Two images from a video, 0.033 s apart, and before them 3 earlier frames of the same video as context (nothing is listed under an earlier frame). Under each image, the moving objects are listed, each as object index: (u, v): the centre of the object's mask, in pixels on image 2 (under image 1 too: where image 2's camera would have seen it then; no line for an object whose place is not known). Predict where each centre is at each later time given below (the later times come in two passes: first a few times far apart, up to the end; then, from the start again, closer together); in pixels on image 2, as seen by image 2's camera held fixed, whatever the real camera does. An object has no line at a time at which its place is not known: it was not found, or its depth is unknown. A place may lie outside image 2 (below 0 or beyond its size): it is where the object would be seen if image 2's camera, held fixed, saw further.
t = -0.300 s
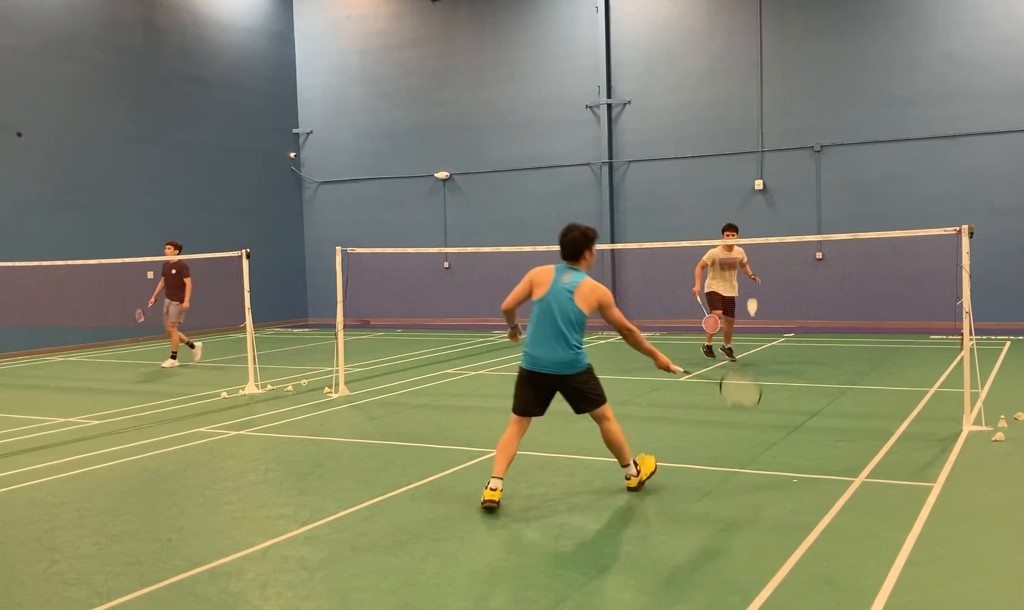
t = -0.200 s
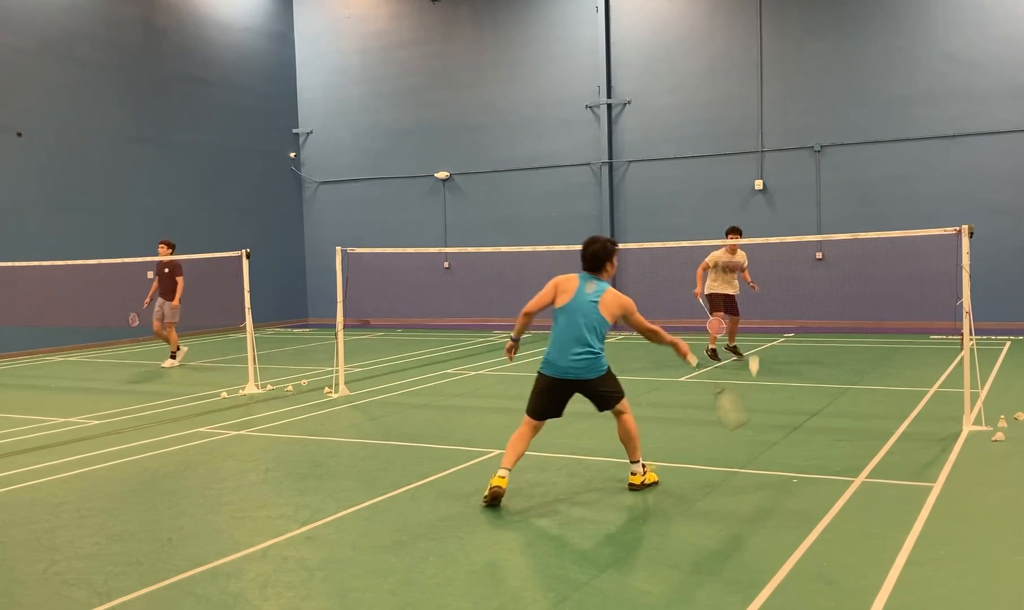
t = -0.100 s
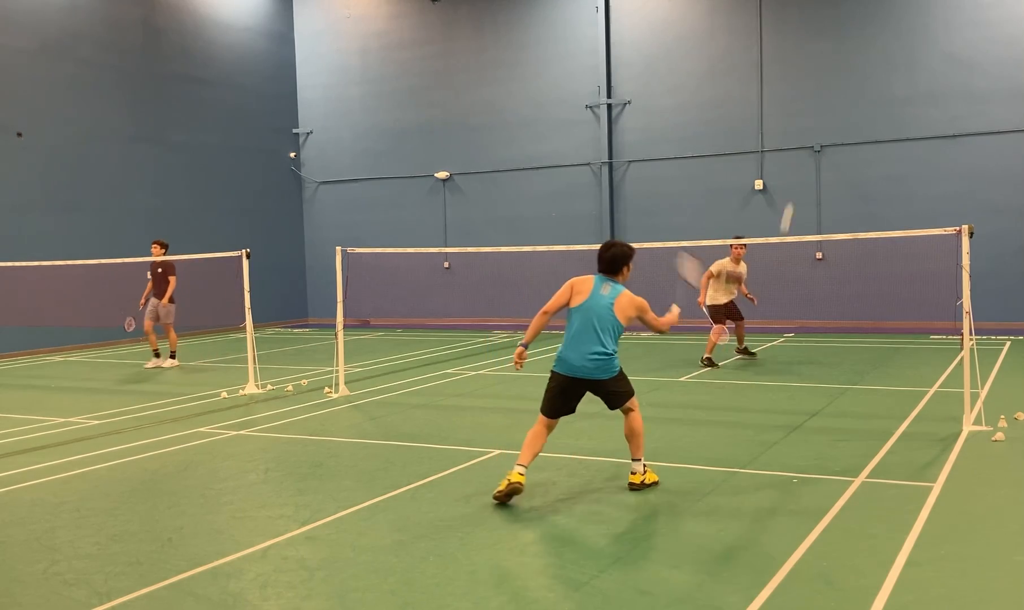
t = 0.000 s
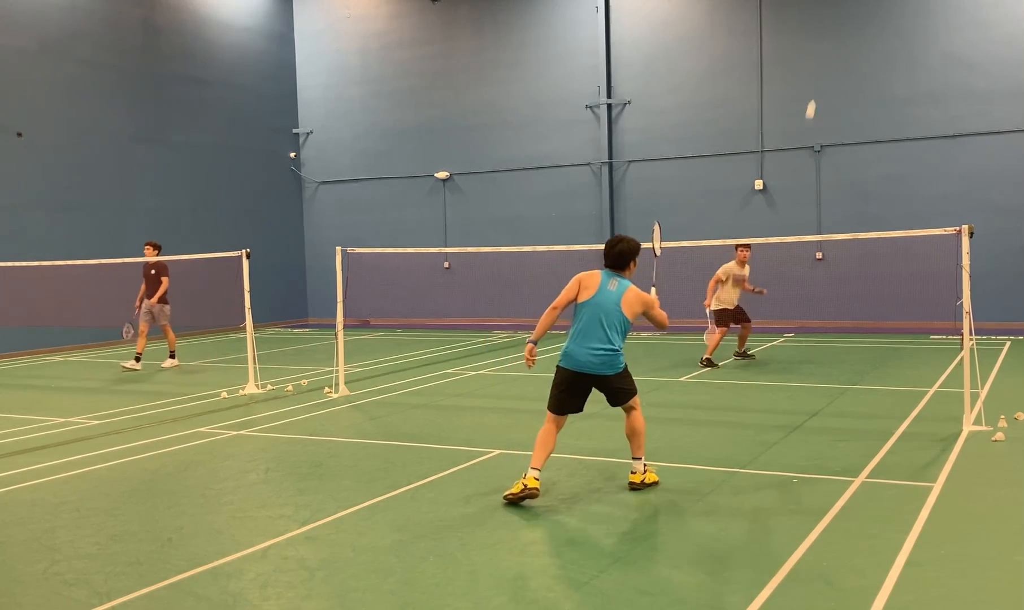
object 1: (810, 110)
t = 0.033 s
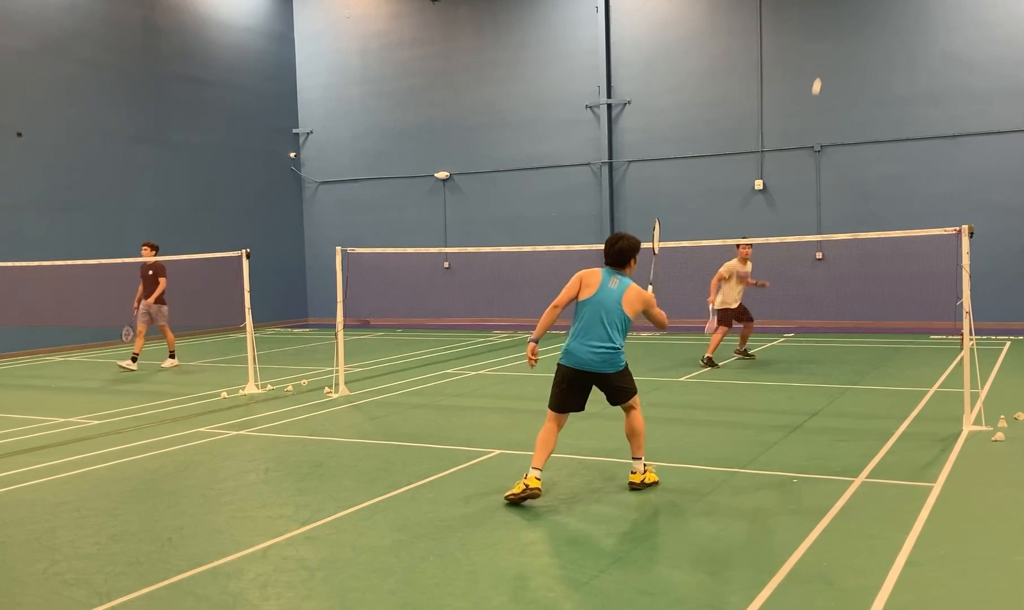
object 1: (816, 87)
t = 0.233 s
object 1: (837, 14)
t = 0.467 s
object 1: (853, 4)
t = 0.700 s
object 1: (866, 37)
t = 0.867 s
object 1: (875, 79)
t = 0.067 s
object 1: (821, 68)
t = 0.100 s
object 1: (825, 52)
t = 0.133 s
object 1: (828, 40)
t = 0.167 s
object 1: (832, 29)
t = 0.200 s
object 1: (834, 21)
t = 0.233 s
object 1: (837, 14)
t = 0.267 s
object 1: (840, 9)
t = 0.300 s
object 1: (842, 6)
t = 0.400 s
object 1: (849, 3)
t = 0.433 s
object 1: (851, 3)
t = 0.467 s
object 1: (853, 4)
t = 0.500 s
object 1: (855, 7)
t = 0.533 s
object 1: (857, 10)
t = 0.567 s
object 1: (858, 14)
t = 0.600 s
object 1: (860, 19)
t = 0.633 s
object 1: (862, 24)
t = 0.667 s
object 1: (864, 30)
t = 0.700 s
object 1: (866, 37)
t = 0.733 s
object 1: (868, 45)
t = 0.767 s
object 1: (869, 53)
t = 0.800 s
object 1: (871, 61)
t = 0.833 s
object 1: (873, 70)
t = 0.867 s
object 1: (875, 79)
